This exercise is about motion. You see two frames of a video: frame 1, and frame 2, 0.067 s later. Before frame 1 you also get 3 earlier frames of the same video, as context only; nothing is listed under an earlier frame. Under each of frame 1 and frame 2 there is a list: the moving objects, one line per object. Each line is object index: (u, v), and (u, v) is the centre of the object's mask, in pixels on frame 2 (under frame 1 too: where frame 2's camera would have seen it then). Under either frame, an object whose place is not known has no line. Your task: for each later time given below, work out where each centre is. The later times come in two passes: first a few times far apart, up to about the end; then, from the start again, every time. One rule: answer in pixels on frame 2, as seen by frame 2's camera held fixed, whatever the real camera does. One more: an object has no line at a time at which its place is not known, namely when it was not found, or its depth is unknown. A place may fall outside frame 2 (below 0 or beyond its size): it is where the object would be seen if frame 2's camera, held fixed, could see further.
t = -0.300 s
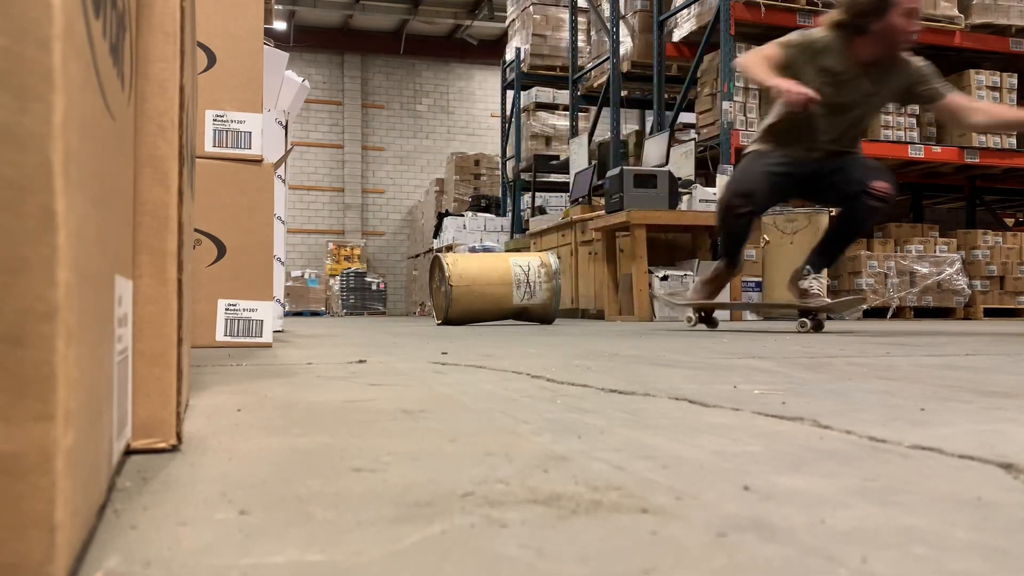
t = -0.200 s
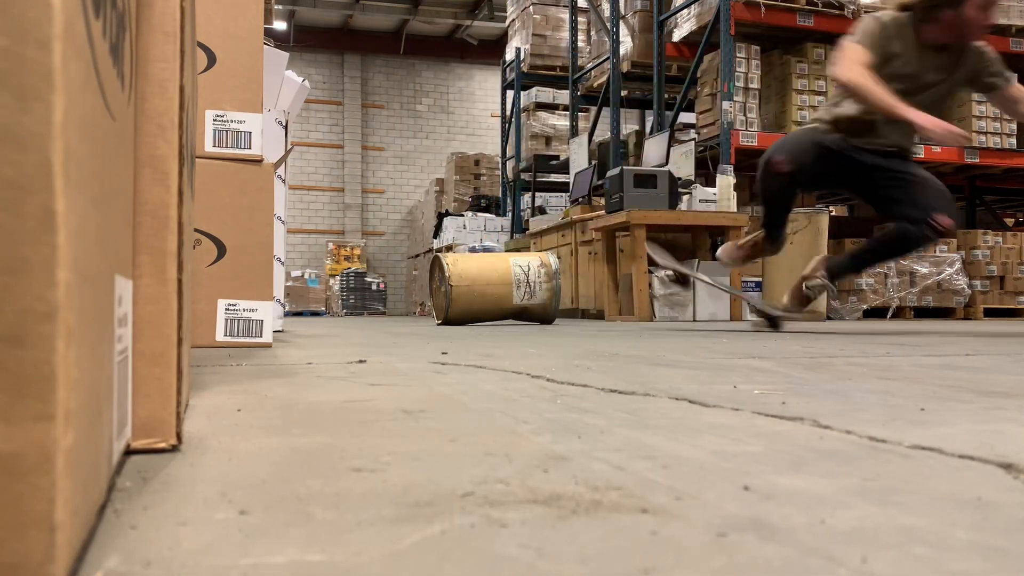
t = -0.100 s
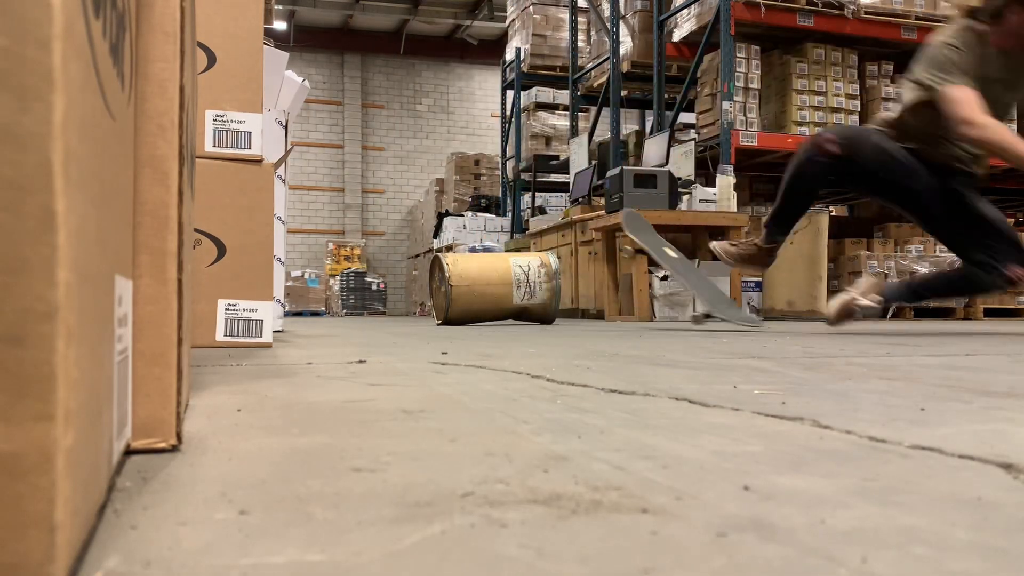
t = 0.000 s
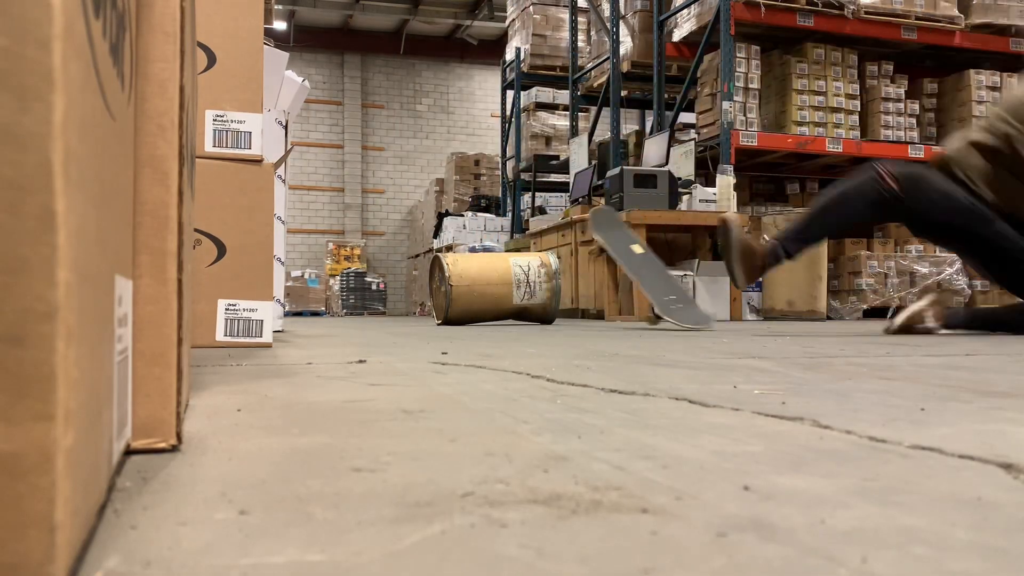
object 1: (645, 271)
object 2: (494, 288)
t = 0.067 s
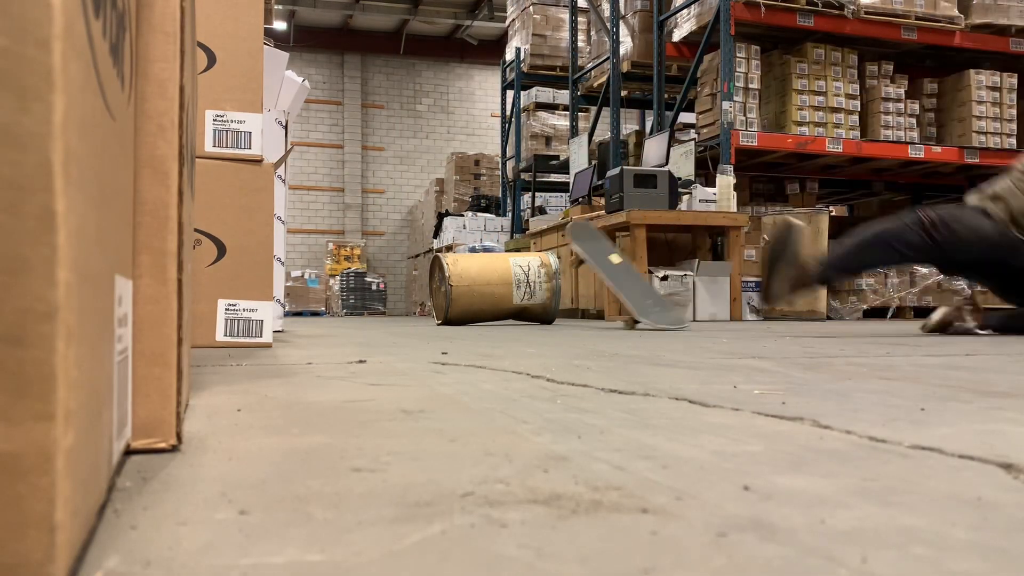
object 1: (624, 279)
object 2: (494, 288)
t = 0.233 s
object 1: (577, 310)
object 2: (489, 285)
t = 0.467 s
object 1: (531, 313)
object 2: (488, 283)
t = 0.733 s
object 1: (522, 313)
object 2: (480, 283)
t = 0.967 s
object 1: (516, 313)
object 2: (478, 283)
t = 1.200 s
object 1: (510, 313)
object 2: (478, 284)
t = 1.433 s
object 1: (505, 313)
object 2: (475, 284)
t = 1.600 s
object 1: (502, 313)
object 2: (475, 284)
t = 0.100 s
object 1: (613, 283)
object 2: (494, 288)
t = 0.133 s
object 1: (602, 288)
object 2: (494, 288)
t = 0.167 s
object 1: (593, 295)
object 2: (492, 288)
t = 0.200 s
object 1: (585, 301)
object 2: (490, 288)
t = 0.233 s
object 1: (577, 310)
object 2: (489, 285)
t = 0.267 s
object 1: (570, 312)
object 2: (489, 285)
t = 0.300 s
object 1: (560, 311)
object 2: (488, 284)
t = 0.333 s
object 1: (553, 311)
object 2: (488, 284)
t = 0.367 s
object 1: (545, 311)
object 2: (493, 287)
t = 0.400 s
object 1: (538, 311)
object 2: (489, 283)
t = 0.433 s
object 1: (533, 312)
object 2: (490, 283)
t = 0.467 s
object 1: (531, 313)
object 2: (488, 283)
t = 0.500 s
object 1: (529, 313)
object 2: (486, 283)
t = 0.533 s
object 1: (528, 313)
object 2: (484, 283)
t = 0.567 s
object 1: (527, 313)
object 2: (482, 284)
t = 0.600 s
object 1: (526, 313)
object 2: (481, 284)
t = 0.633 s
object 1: (525, 313)
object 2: (480, 283)
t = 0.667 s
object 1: (524, 313)
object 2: (480, 283)
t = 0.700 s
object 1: (523, 313)
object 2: (480, 283)
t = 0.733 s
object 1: (522, 313)
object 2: (480, 283)
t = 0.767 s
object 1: (521, 313)
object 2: (479, 283)
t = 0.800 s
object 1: (520, 313)
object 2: (479, 283)
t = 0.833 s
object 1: (520, 313)
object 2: (479, 283)
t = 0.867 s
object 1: (519, 313)
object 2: (479, 283)
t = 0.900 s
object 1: (518, 313)
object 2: (479, 283)
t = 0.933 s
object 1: (517, 313)
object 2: (478, 283)
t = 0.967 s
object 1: (516, 313)
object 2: (478, 283)
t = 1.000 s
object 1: (516, 313)
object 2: (478, 283)
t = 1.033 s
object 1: (515, 313)
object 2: (478, 283)
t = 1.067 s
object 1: (514, 313)
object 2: (478, 283)
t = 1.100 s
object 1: (512, 313)
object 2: (478, 284)
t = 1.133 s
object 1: (512, 313)
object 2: (478, 284)
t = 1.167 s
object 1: (511, 313)
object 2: (478, 284)
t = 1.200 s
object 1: (510, 313)
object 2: (478, 284)
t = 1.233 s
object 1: (510, 313)
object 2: (478, 284)
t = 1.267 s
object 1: (509, 313)
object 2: (477, 284)
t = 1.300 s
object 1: (509, 313)
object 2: (477, 285)
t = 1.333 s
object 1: (507, 313)
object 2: (476, 285)
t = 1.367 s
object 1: (507, 313)
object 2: (476, 285)
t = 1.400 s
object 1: (506, 313)
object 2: (476, 285)
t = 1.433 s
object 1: (505, 313)
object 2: (475, 284)
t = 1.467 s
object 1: (504, 313)
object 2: (475, 284)
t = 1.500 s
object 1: (504, 313)
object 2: (475, 284)
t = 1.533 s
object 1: (503, 313)
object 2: (475, 284)
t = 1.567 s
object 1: (502, 313)
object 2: (475, 284)
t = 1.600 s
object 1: (502, 313)
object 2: (475, 284)
